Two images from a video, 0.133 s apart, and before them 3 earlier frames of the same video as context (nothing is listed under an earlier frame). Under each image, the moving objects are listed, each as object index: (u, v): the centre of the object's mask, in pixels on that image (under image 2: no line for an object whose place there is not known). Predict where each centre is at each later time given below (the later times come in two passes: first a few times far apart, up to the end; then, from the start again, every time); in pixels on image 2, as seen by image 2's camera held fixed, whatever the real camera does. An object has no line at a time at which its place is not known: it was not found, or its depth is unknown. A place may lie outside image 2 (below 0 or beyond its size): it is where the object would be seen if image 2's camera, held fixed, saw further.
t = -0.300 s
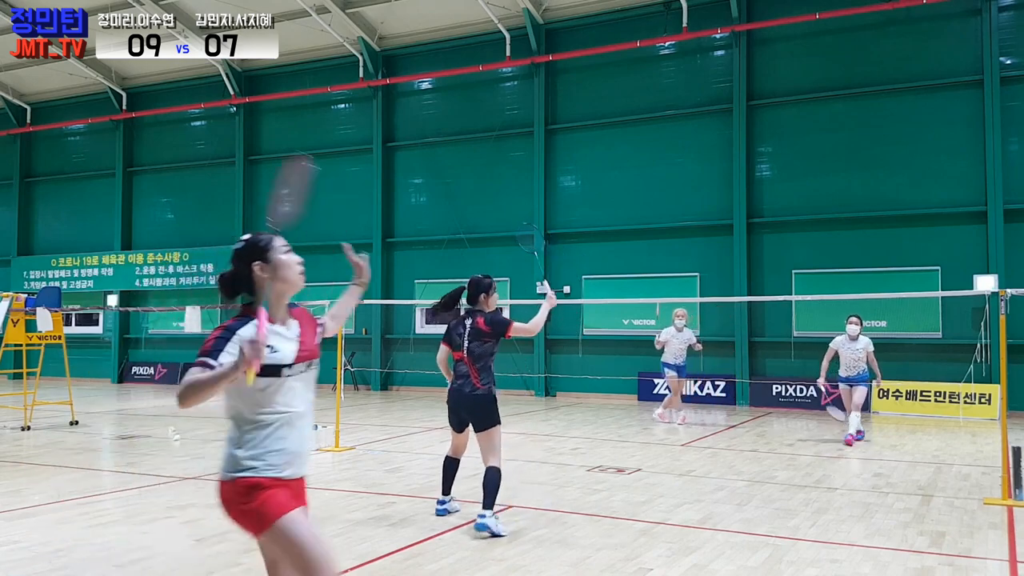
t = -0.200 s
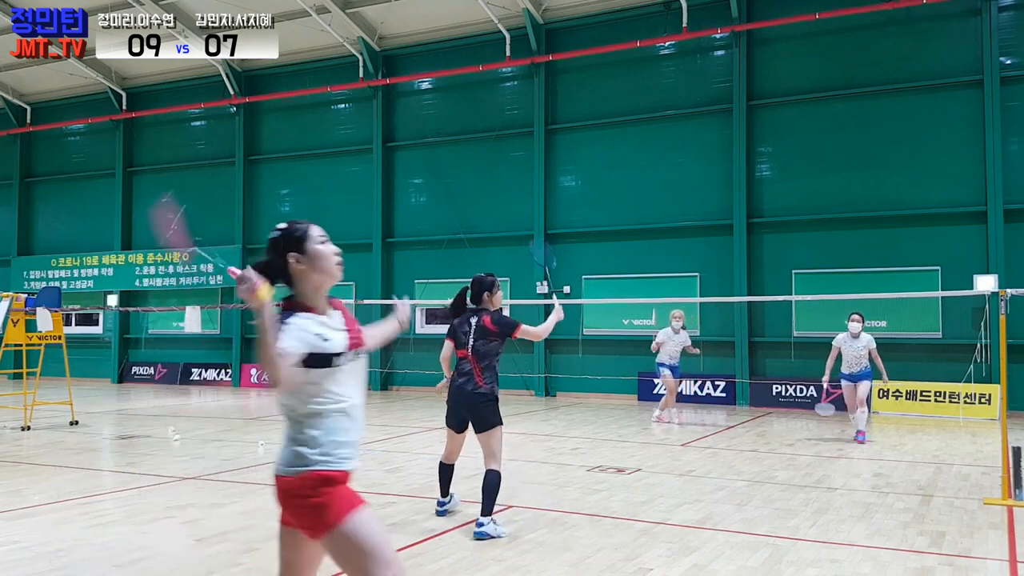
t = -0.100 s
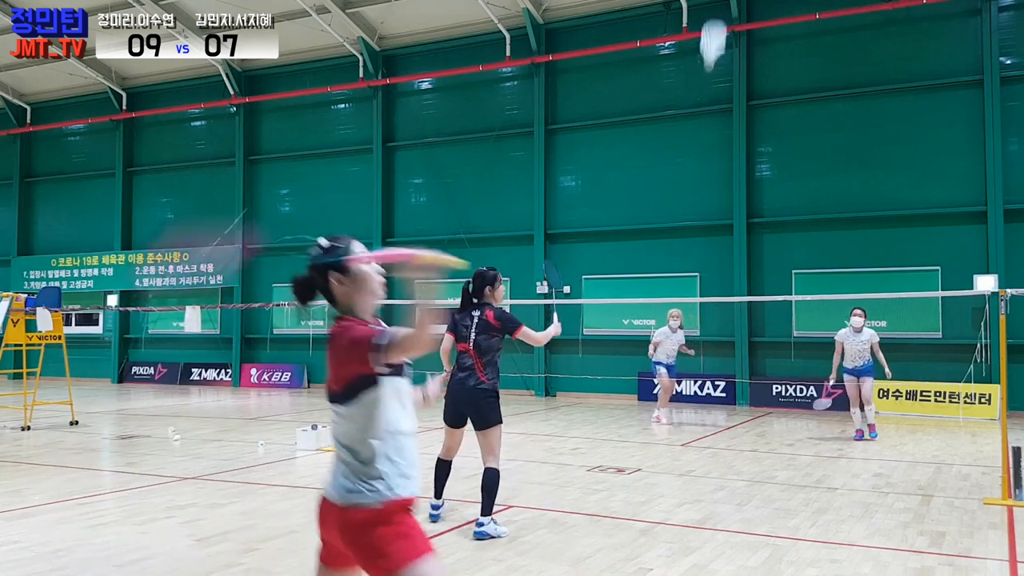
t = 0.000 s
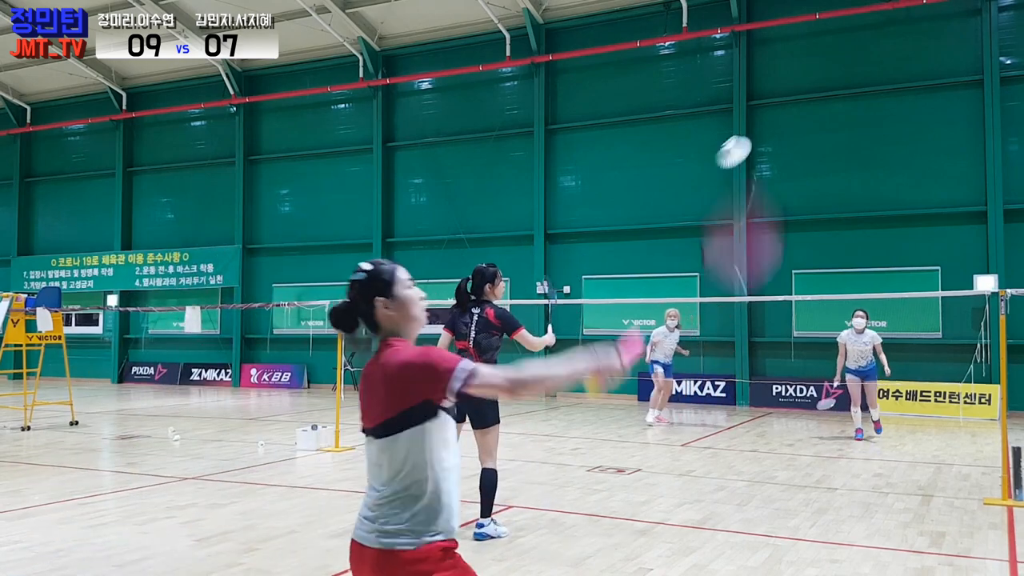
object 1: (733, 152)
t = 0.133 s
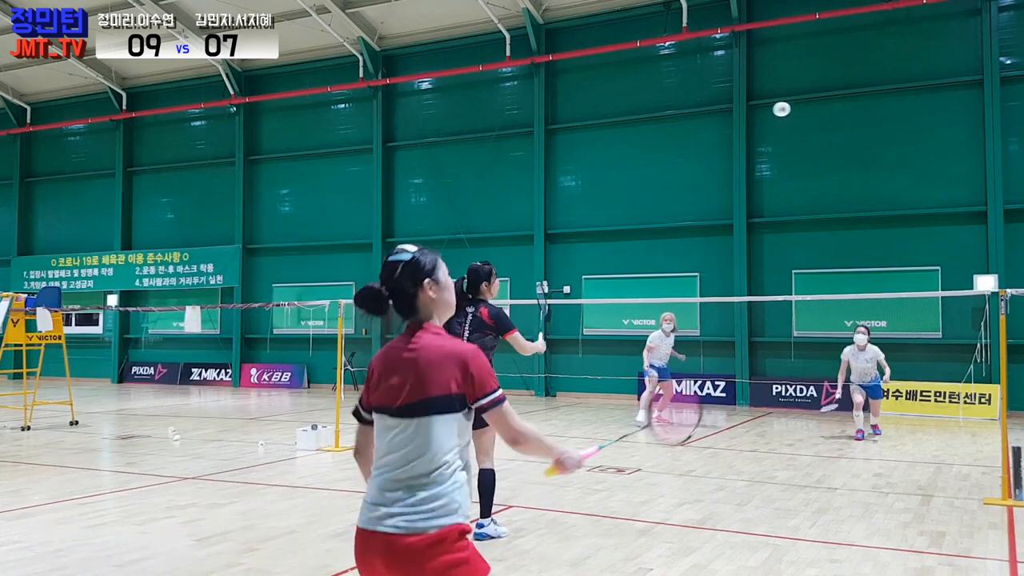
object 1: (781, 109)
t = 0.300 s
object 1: (805, 125)
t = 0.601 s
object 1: (828, 204)
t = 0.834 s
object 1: (844, 289)
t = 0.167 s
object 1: (788, 109)
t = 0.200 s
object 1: (793, 112)
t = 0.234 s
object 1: (798, 115)
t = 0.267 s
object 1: (802, 120)
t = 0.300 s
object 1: (805, 125)
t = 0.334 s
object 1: (808, 132)
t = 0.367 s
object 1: (811, 139)
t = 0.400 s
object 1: (814, 146)
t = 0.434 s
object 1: (817, 155)
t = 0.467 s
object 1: (819, 163)
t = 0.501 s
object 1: (821, 173)
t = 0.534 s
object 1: (824, 182)
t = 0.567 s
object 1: (826, 193)
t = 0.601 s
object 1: (828, 204)
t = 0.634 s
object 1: (831, 215)
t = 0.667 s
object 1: (833, 227)
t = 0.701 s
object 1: (835, 239)
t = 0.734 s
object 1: (838, 251)
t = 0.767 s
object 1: (839, 264)
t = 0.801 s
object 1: (842, 278)
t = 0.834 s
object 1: (844, 289)
